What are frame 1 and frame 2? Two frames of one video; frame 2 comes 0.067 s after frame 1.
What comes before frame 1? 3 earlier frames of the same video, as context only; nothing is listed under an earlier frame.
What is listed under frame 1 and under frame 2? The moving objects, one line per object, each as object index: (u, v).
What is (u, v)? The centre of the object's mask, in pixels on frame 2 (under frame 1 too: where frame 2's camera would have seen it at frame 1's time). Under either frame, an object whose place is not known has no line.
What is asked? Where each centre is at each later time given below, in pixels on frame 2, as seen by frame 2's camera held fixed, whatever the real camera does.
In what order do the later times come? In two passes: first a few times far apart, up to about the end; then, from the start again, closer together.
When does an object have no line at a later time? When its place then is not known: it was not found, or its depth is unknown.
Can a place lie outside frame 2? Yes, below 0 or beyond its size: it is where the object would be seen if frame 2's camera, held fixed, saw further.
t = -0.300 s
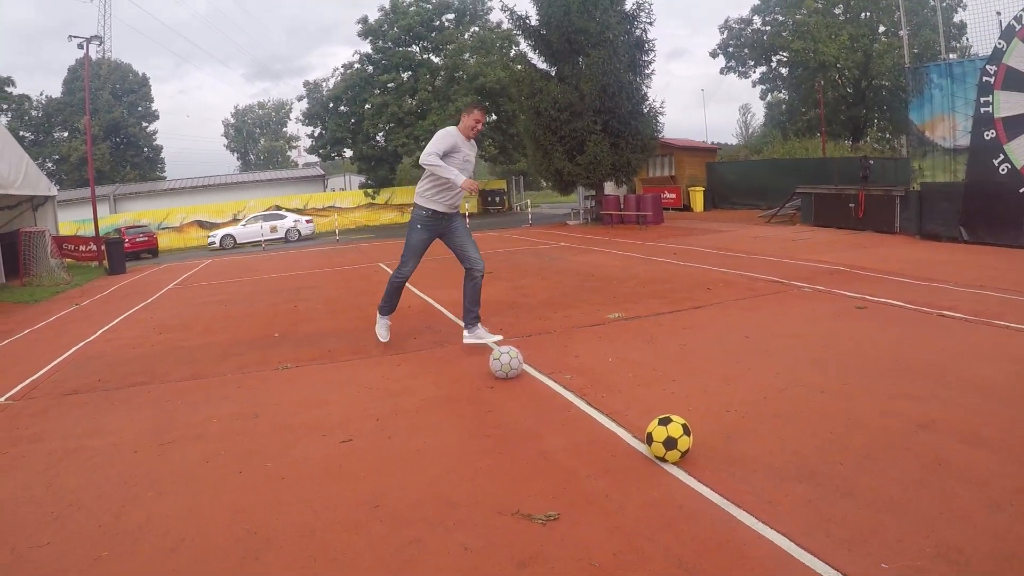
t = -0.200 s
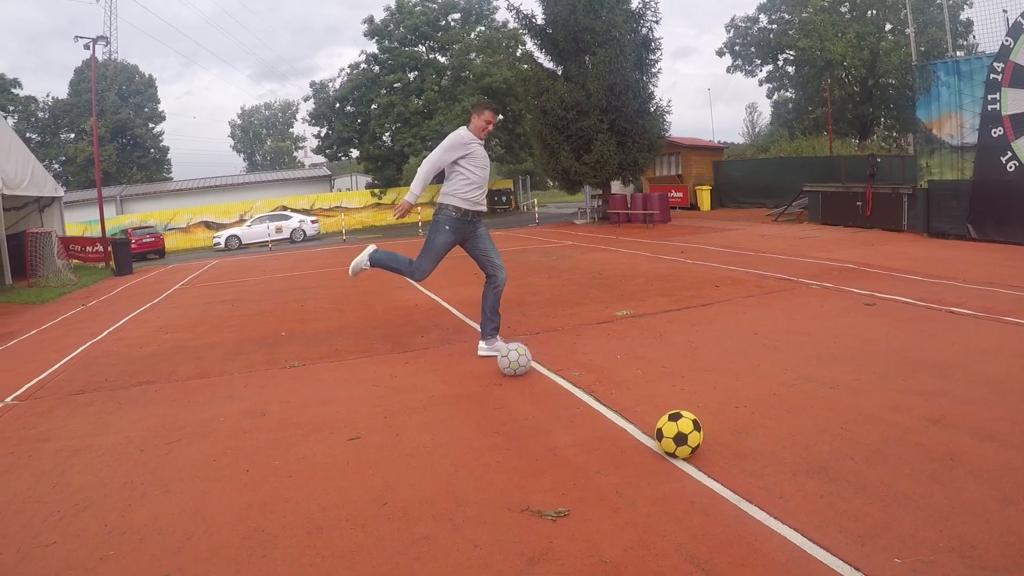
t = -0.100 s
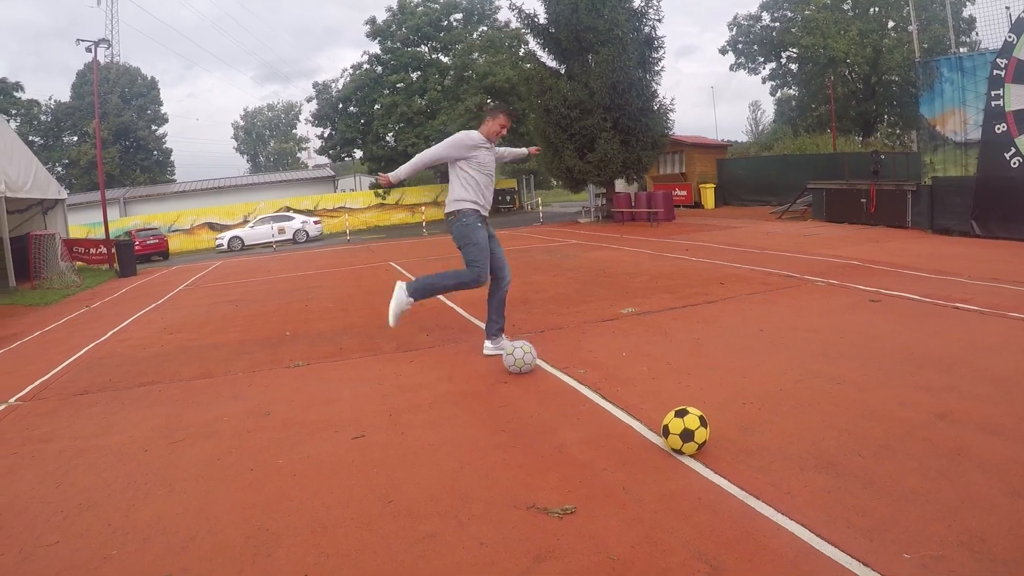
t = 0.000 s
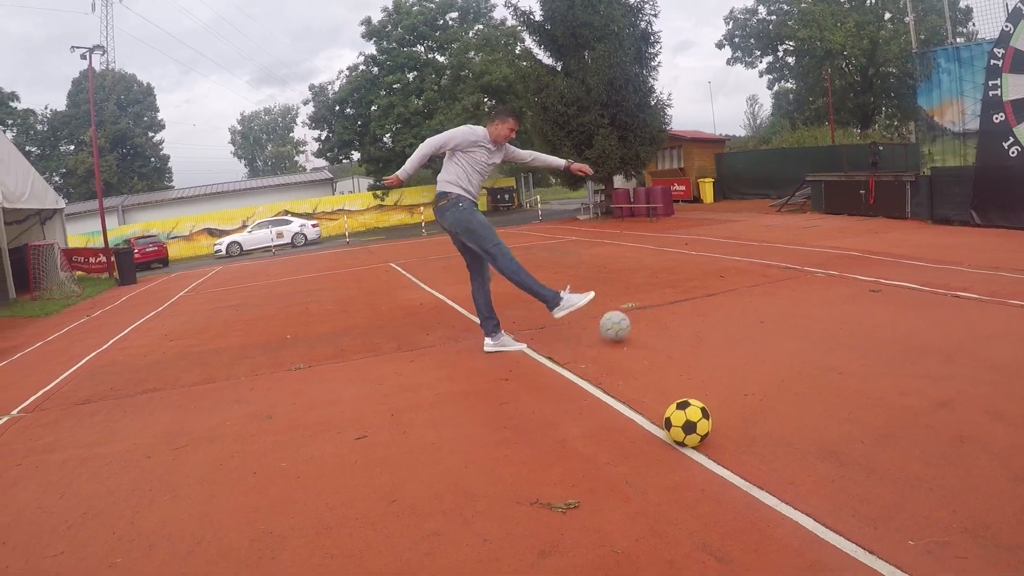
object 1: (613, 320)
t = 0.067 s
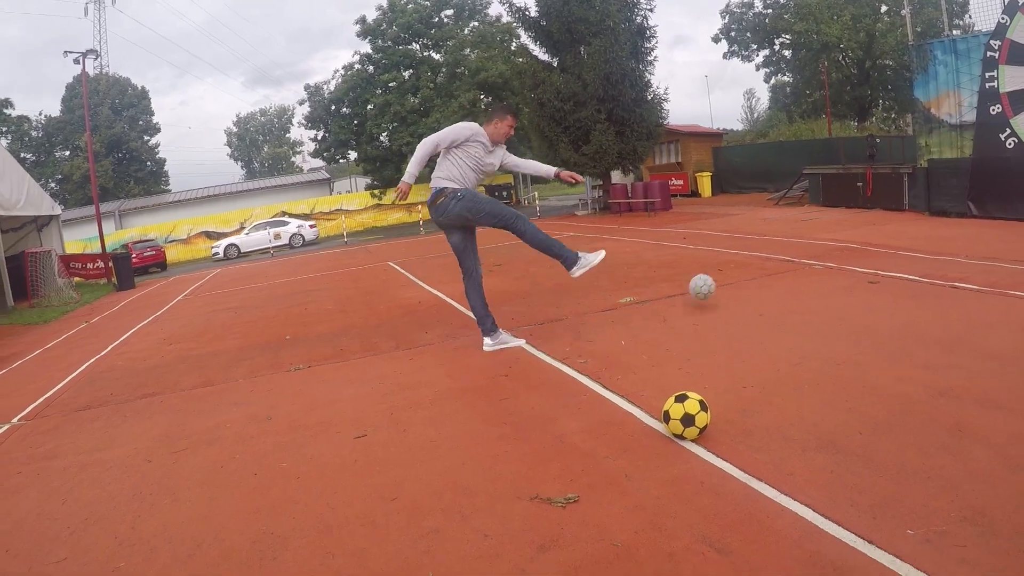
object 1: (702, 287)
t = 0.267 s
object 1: (837, 246)
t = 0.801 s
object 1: (920, 204)
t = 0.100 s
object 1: (735, 276)
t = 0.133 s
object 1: (763, 267)
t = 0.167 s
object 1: (786, 261)
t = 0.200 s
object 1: (807, 257)
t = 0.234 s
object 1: (824, 253)
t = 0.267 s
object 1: (837, 246)
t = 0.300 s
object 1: (848, 239)
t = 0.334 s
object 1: (858, 235)
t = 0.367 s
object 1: (866, 231)
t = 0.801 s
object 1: (920, 204)
